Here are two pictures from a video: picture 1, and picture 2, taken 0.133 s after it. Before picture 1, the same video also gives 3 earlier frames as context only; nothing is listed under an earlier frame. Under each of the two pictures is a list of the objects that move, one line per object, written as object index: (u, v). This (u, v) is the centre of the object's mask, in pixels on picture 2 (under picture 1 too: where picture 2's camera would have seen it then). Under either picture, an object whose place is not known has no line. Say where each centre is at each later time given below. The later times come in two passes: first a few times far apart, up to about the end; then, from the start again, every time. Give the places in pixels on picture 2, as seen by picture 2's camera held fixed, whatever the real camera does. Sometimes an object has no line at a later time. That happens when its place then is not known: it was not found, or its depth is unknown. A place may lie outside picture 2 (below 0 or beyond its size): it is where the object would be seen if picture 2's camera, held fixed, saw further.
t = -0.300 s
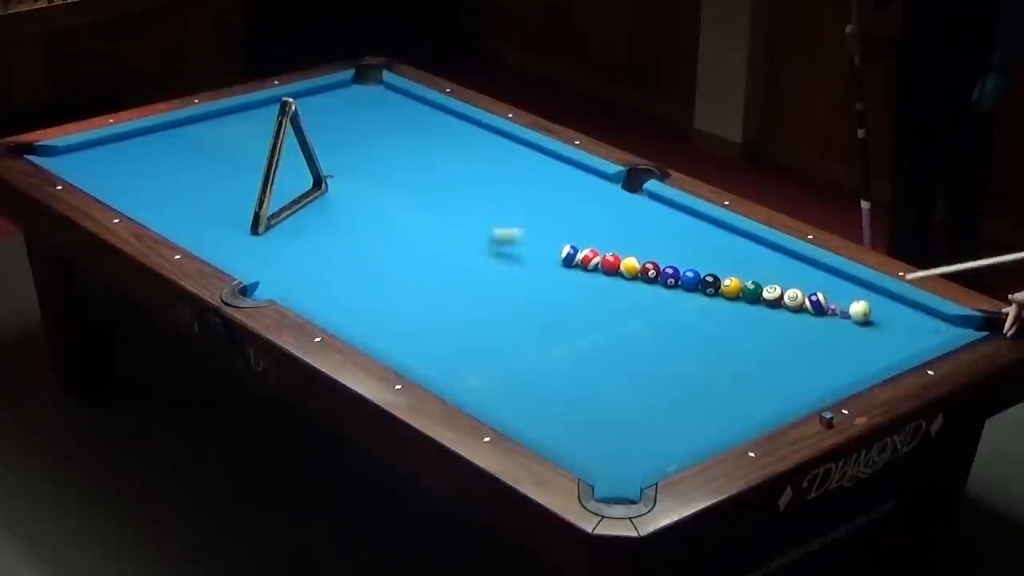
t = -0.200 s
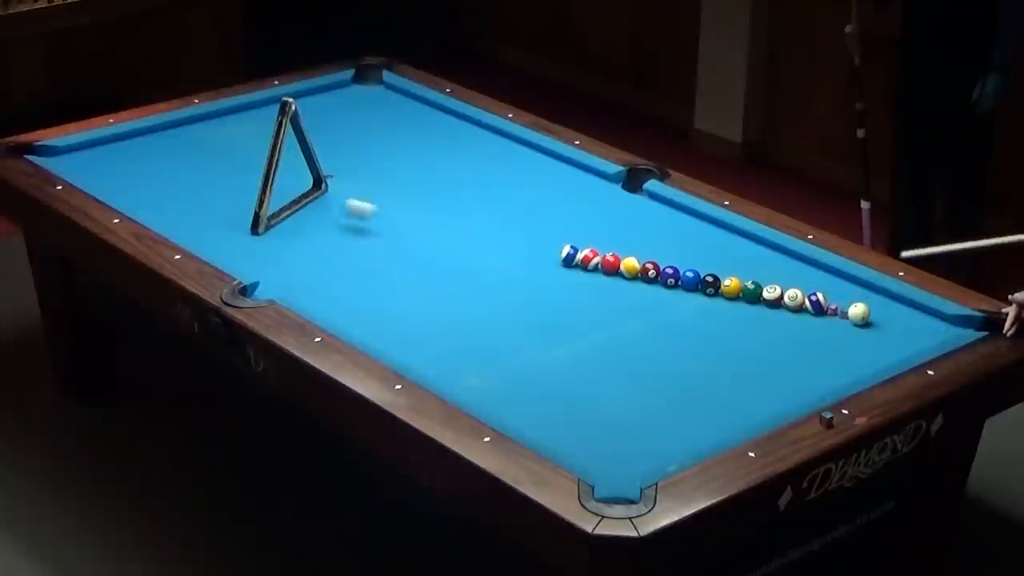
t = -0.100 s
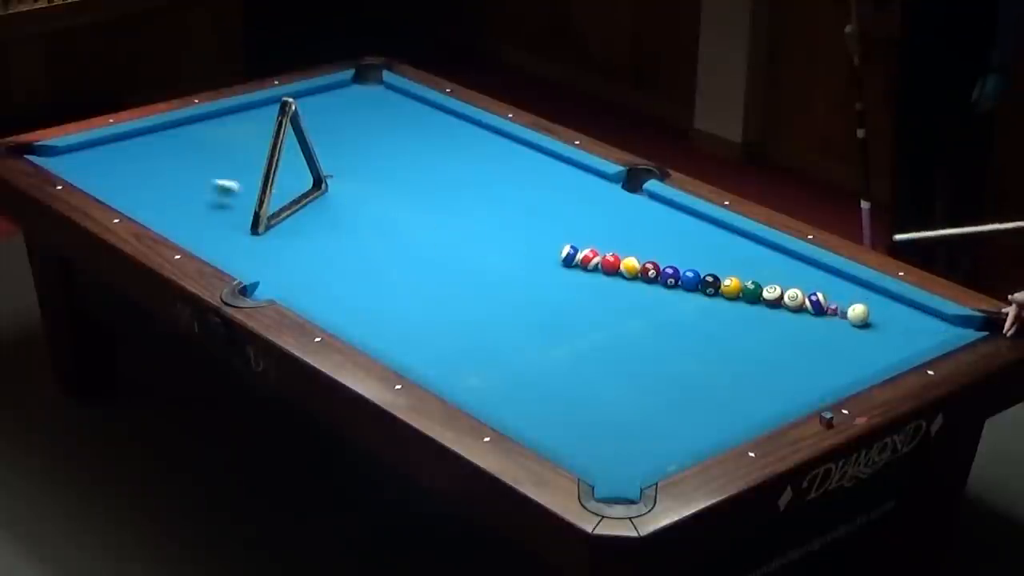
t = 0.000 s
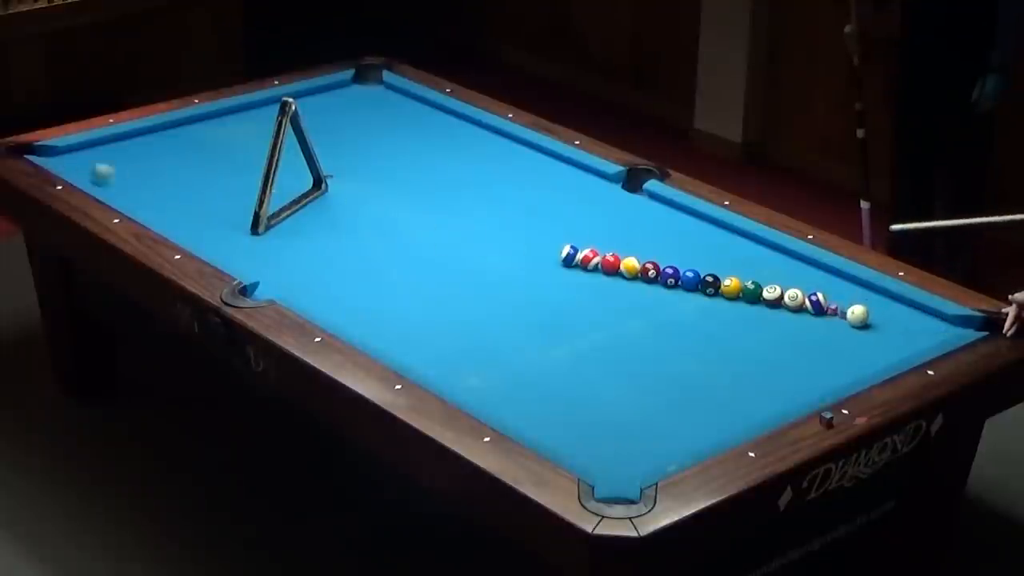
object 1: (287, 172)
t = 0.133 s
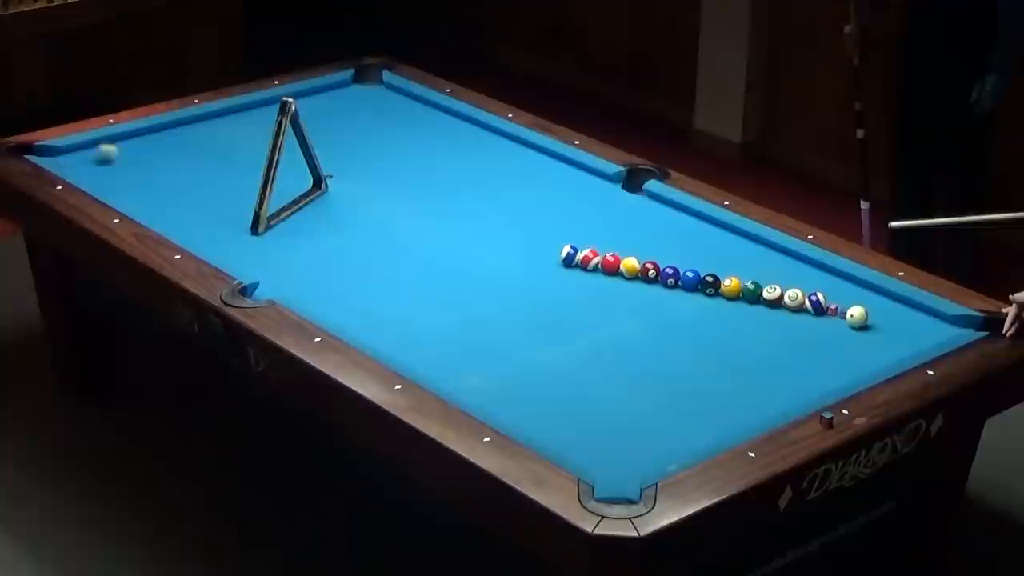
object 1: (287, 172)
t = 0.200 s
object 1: (287, 172)
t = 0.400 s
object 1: (287, 172)
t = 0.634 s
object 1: (296, 176)
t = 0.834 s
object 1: (291, 175)
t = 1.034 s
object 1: (281, 189)
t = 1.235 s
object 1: (276, 195)
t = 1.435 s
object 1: (276, 196)
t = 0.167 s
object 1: (287, 172)
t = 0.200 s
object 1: (287, 172)
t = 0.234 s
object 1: (287, 172)
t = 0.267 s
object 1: (287, 172)
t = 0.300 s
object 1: (287, 172)
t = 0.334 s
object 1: (287, 172)
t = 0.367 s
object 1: (287, 172)
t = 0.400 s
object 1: (287, 172)
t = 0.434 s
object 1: (287, 172)
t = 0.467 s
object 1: (289, 173)
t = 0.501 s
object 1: (291, 174)
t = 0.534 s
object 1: (293, 175)
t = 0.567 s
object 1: (295, 175)
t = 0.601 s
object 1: (295, 176)
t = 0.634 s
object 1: (296, 176)
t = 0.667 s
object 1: (295, 176)
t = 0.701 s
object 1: (295, 176)
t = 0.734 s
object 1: (294, 176)
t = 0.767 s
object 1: (294, 176)
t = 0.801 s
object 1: (293, 175)
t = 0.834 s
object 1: (291, 175)
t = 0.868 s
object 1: (290, 176)
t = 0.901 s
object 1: (288, 176)
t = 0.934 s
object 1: (286, 177)
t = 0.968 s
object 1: (284, 180)
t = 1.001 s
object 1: (282, 183)
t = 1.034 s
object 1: (281, 189)
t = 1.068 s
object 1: (280, 197)
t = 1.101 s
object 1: (279, 194)
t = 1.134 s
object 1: (278, 193)
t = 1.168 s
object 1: (277, 194)
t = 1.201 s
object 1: (277, 195)
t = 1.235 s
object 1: (276, 195)
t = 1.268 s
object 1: (276, 196)
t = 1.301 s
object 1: (276, 196)
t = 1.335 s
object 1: (276, 196)
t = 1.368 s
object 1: (276, 196)
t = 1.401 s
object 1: (276, 196)
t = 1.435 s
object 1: (276, 196)
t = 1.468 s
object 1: (276, 196)
